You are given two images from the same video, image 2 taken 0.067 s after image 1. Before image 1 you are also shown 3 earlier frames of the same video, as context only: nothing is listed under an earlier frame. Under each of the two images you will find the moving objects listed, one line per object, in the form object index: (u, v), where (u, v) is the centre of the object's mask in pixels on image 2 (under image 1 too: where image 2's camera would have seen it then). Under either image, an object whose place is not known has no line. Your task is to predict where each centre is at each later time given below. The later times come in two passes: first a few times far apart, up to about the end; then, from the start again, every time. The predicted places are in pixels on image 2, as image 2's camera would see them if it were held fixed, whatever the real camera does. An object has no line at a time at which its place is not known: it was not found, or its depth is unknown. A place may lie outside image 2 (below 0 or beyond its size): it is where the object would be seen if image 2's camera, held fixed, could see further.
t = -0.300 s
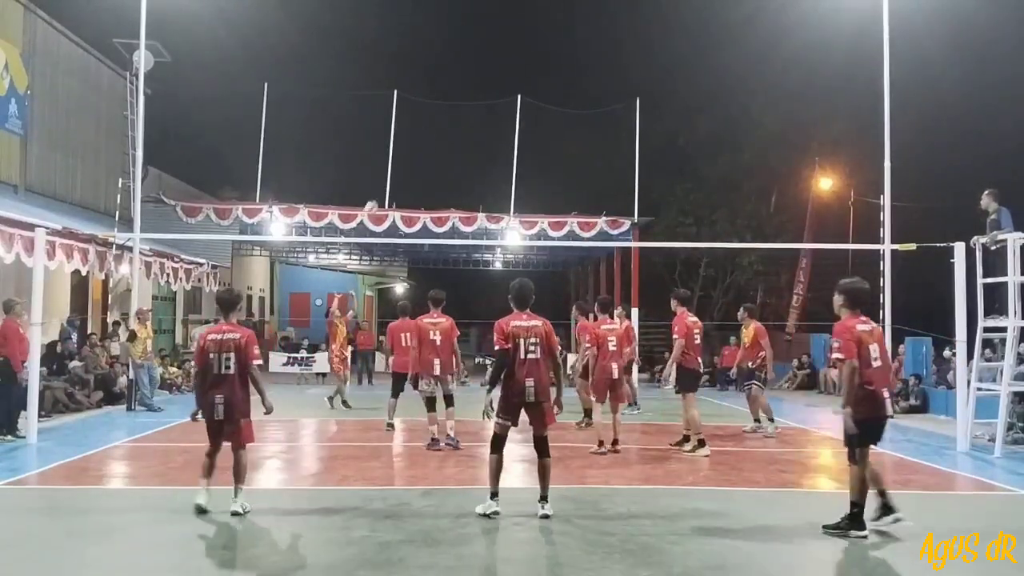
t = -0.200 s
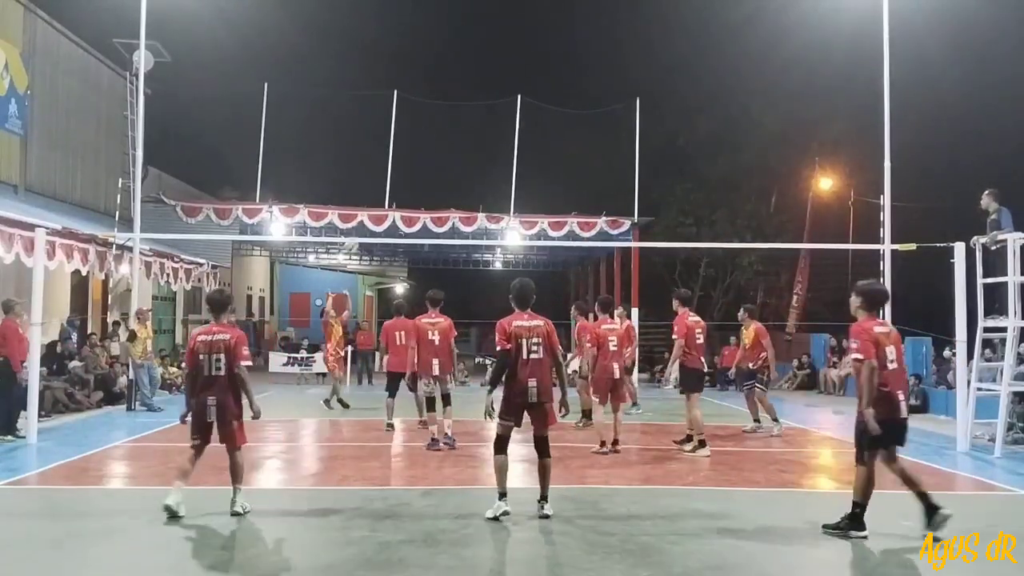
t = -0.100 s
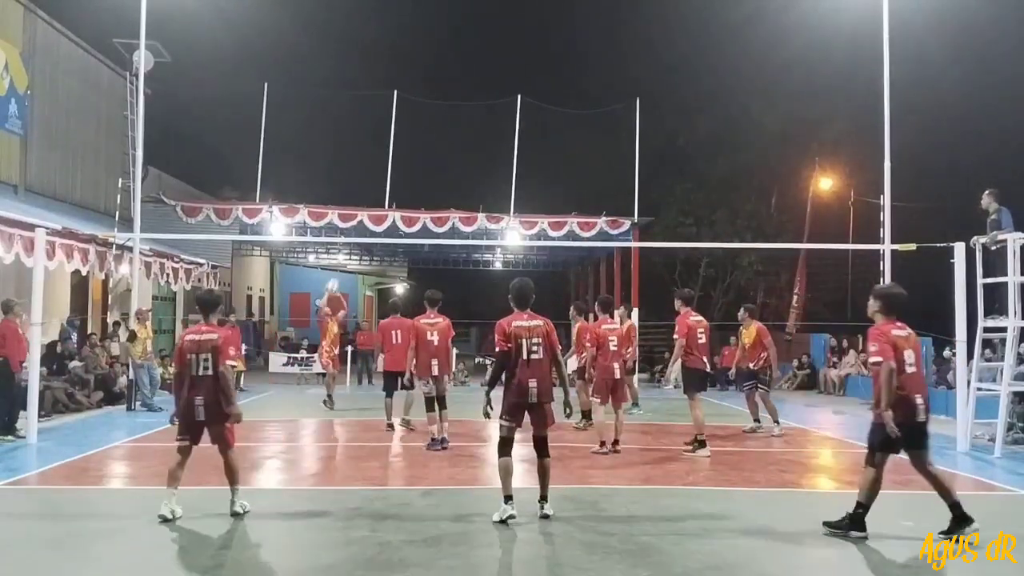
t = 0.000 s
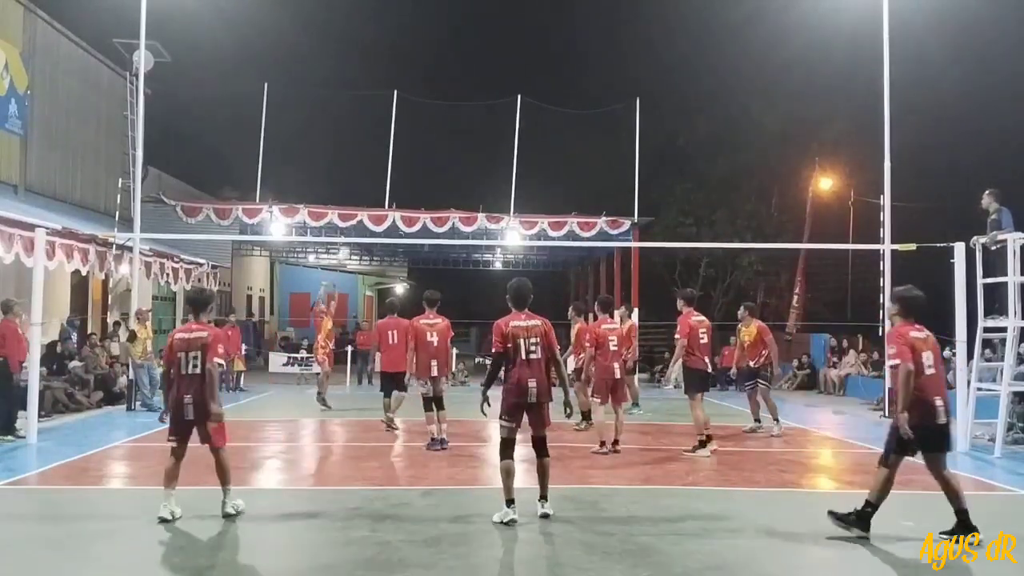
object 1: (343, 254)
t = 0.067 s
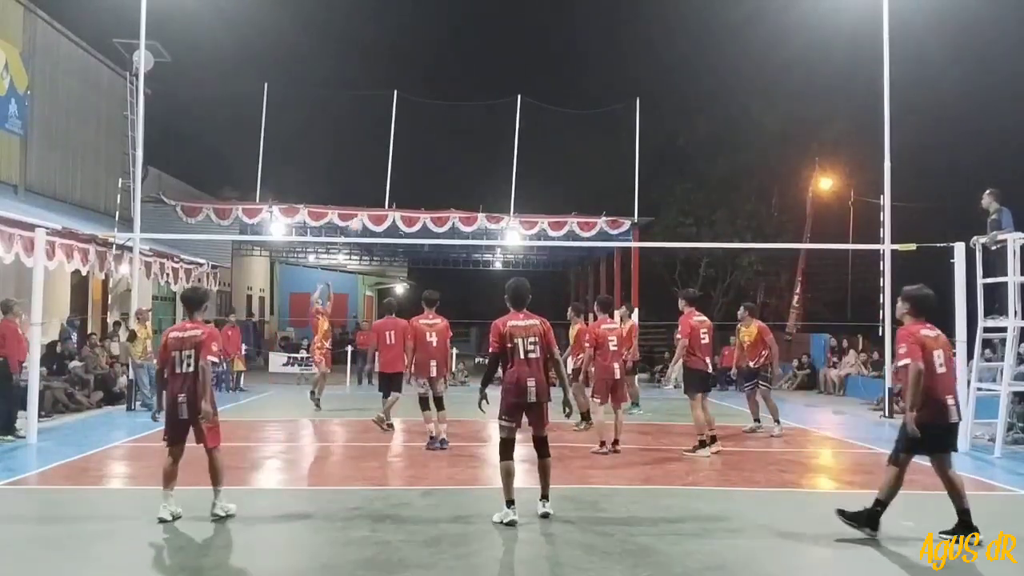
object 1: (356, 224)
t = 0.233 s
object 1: (388, 165)
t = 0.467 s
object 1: (432, 107)
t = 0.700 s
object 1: (476, 83)
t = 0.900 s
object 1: (513, 89)
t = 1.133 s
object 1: (558, 131)
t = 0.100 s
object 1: (362, 211)
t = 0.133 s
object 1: (369, 199)
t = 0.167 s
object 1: (375, 187)
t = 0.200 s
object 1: (381, 176)
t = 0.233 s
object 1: (388, 165)
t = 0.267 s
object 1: (395, 154)
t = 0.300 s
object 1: (401, 145)
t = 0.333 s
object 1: (407, 136)
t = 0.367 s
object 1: (413, 128)
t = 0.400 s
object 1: (420, 120)
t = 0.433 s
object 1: (426, 113)
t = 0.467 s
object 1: (432, 107)
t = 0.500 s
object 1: (438, 101)
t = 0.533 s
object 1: (444, 96)
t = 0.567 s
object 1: (451, 92)
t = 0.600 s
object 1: (457, 89)
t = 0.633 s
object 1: (463, 86)
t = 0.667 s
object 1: (469, 84)
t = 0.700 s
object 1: (476, 83)
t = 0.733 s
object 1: (482, 82)
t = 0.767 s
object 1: (488, 82)
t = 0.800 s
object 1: (495, 83)
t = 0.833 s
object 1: (501, 84)
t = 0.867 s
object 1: (507, 86)
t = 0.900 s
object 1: (513, 89)
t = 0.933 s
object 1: (520, 93)
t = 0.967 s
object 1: (526, 97)
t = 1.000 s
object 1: (532, 102)
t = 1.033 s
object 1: (539, 108)
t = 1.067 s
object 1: (545, 115)
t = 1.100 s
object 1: (551, 123)
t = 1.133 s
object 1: (558, 131)
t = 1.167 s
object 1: (564, 140)
